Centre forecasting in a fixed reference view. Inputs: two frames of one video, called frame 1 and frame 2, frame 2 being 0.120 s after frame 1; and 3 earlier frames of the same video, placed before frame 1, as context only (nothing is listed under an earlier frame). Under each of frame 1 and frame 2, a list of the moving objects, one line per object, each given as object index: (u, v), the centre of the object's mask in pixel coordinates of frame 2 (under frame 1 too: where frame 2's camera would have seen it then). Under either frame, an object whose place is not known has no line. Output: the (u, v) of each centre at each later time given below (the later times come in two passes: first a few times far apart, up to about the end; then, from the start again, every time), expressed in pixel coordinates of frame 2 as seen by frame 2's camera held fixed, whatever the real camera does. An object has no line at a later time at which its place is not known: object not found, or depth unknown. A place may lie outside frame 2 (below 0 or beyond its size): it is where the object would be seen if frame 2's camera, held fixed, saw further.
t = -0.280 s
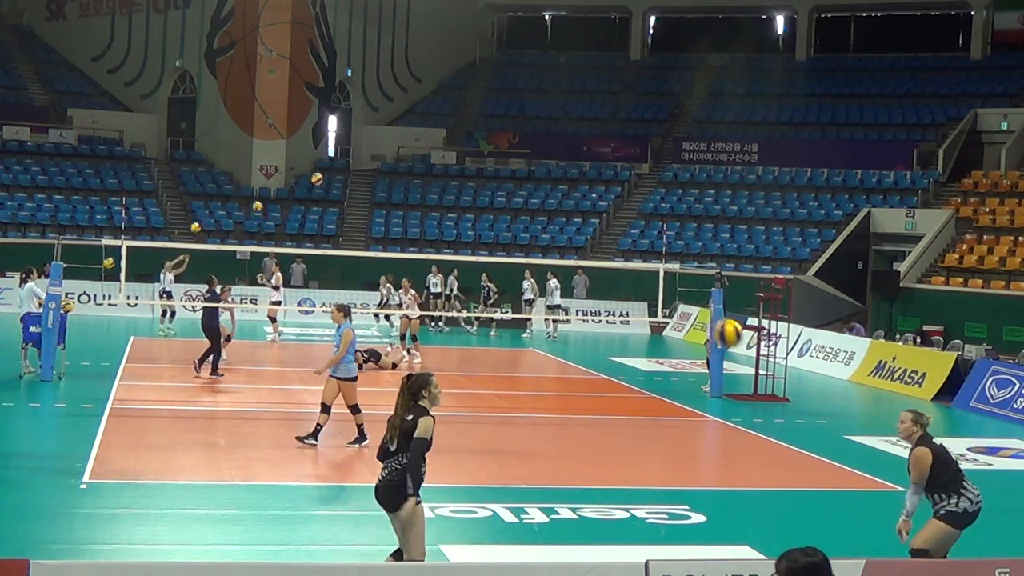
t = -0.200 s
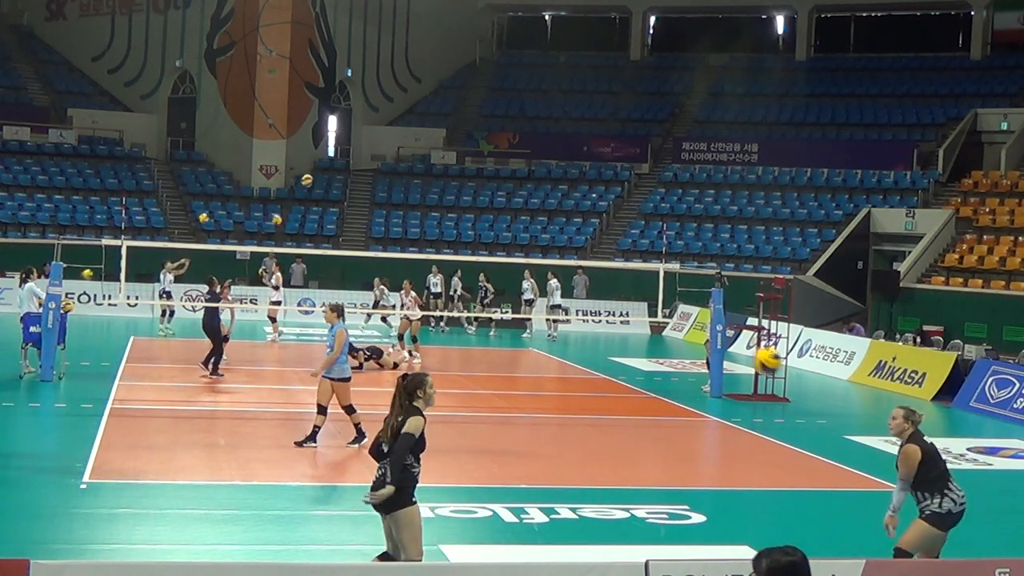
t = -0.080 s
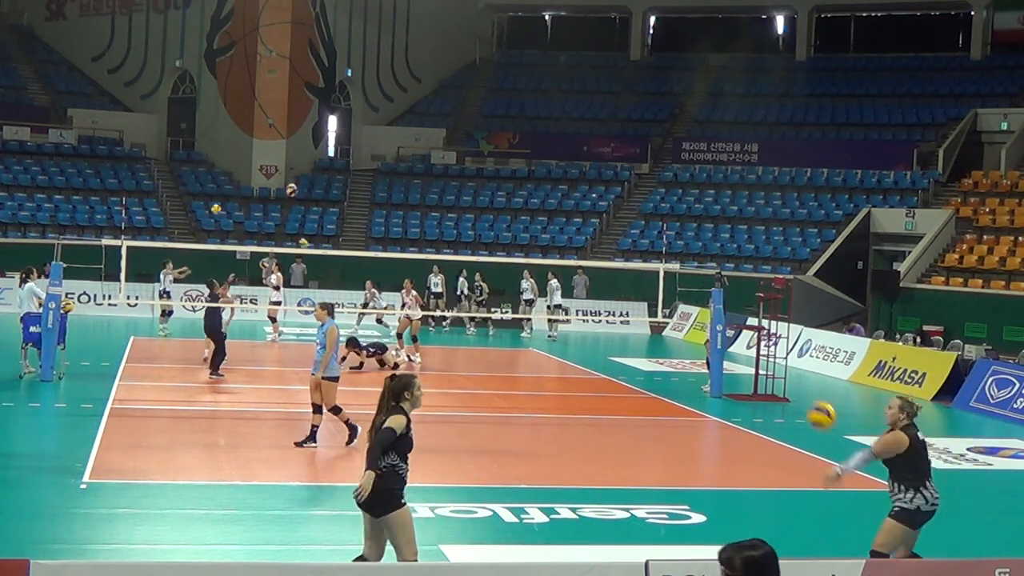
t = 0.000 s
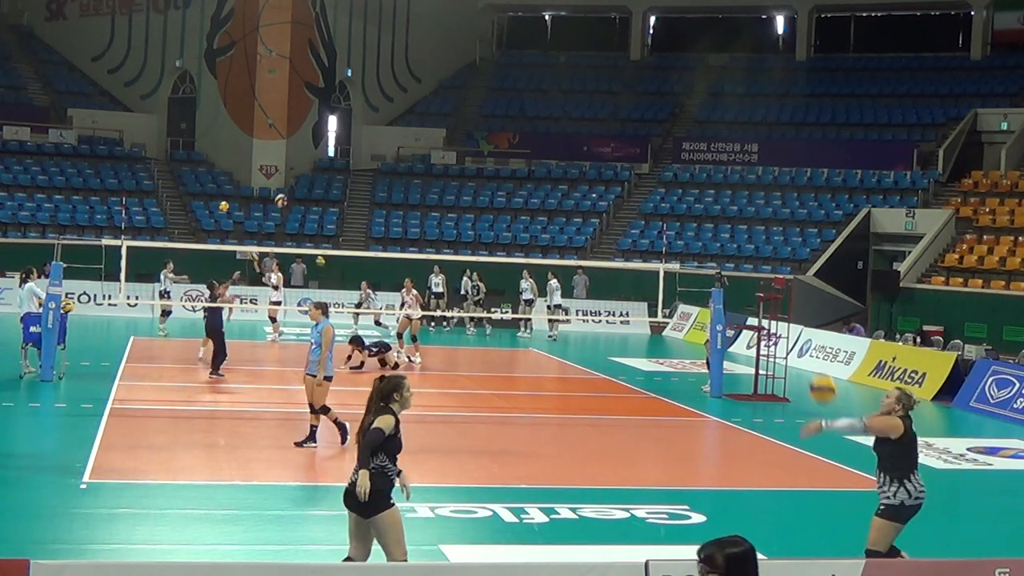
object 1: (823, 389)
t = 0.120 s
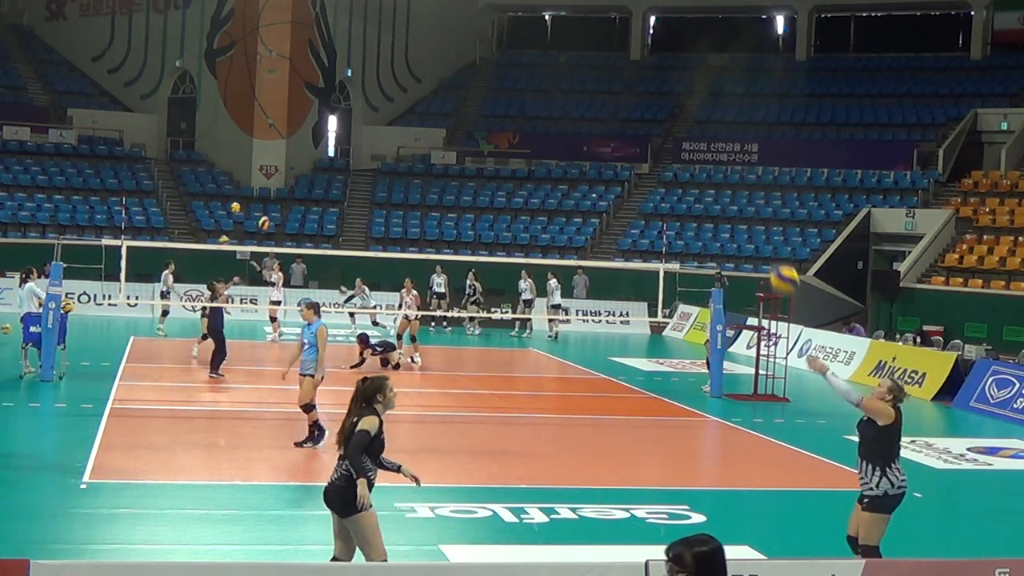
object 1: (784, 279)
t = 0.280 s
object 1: (726, 163)
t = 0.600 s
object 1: (607, 28)
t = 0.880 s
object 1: (497, 25)
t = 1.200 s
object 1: (359, 163)
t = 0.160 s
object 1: (770, 247)
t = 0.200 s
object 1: (757, 216)
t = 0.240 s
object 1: (741, 189)
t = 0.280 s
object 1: (726, 163)
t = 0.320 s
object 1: (711, 138)
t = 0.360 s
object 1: (697, 116)
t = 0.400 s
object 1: (682, 96)
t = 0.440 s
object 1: (667, 78)
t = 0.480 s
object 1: (652, 62)
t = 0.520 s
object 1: (637, 49)
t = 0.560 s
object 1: (622, 37)
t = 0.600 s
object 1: (607, 28)
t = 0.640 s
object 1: (592, 21)
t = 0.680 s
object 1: (577, 16)
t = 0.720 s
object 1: (561, 14)
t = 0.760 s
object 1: (545, 13)
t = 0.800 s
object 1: (529, 15)
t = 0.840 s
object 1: (513, 18)
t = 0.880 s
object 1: (497, 25)
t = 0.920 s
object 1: (480, 34)
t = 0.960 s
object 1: (463, 45)
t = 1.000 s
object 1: (446, 58)
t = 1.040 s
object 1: (428, 75)
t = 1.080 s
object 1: (411, 93)
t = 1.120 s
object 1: (394, 113)
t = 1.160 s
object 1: (377, 136)
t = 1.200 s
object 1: (359, 163)
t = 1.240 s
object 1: (342, 191)
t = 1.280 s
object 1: (325, 222)
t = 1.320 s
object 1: (307, 254)
